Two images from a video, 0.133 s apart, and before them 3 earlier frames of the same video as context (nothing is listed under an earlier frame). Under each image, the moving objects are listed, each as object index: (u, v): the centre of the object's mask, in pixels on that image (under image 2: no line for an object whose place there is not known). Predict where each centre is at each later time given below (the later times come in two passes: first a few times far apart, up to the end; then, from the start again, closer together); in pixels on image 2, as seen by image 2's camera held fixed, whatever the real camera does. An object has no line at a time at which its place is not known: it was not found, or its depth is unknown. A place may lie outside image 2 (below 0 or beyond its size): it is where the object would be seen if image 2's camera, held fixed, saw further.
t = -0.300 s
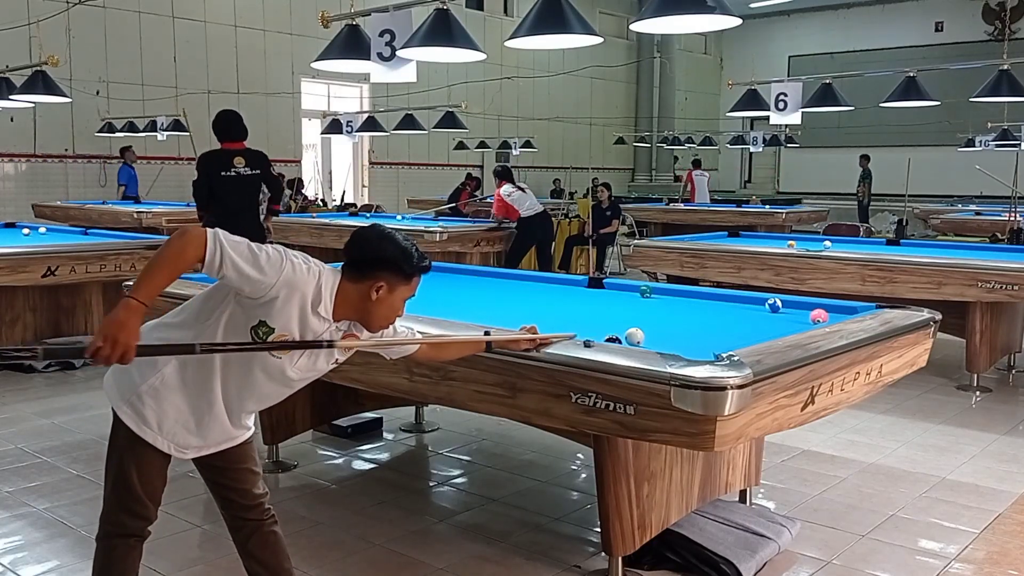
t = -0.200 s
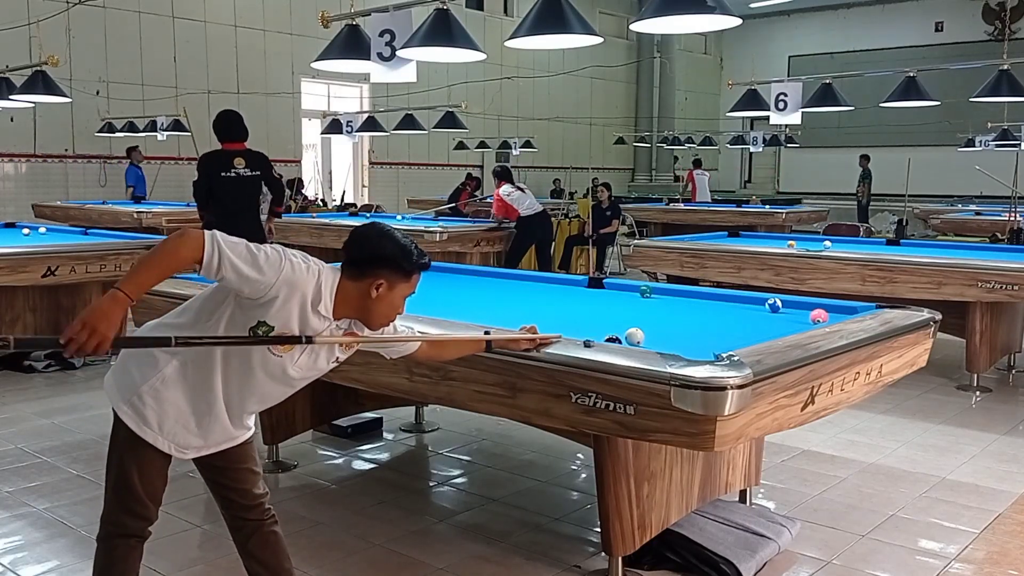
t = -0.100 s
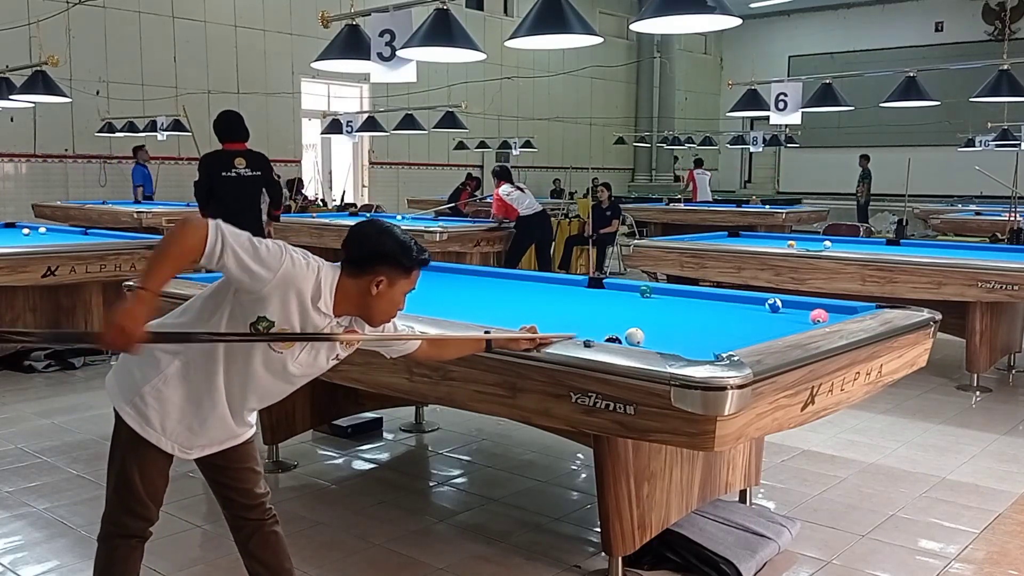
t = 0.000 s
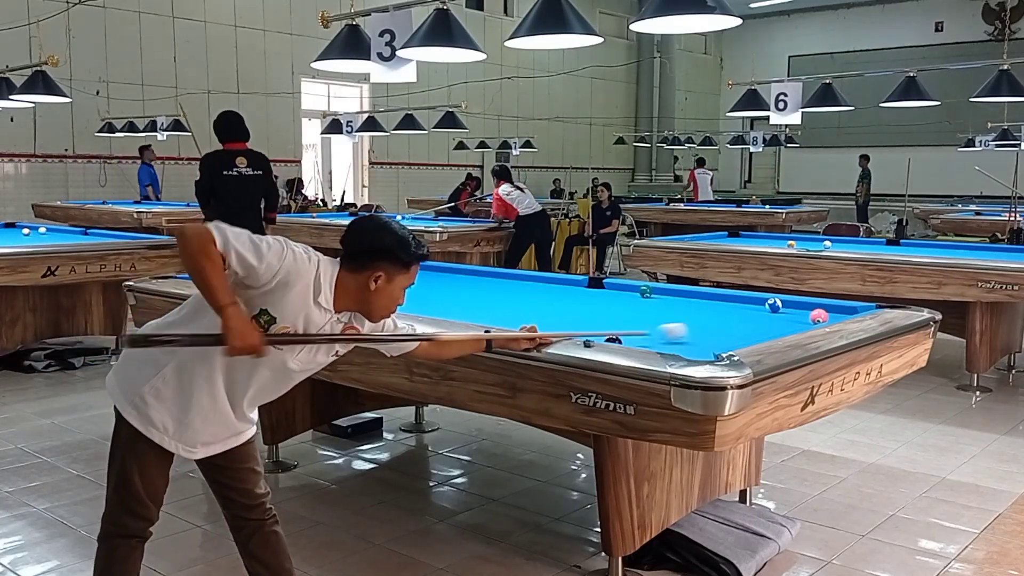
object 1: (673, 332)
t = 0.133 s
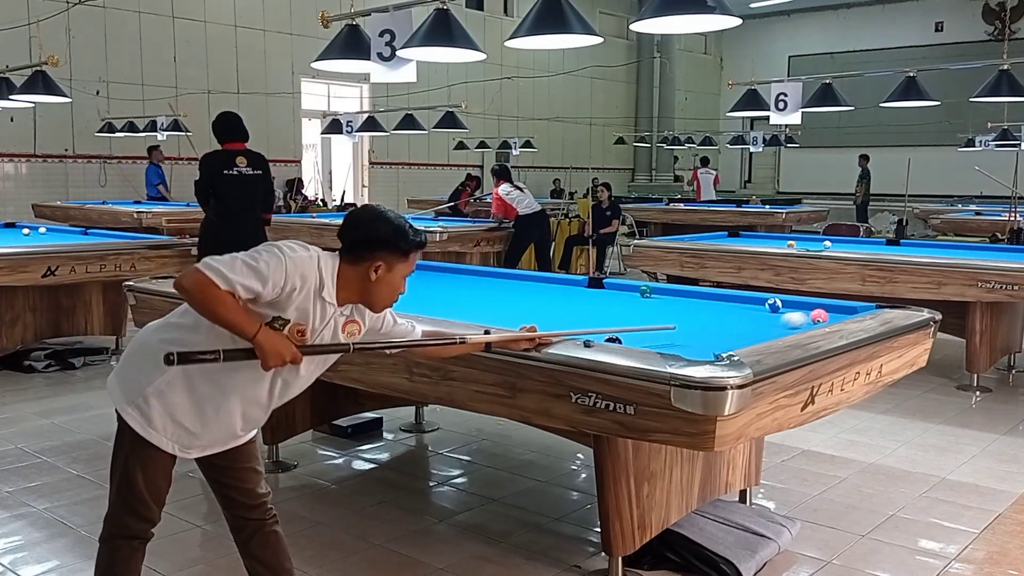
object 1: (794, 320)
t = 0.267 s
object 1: (829, 317)
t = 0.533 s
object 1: (823, 314)
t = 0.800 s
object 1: (823, 307)
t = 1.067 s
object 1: (791, 306)
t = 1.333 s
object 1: (779, 308)
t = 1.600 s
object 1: (769, 310)
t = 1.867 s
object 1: (759, 312)
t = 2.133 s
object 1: (749, 314)
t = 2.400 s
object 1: (740, 315)
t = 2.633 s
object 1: (732, 317)
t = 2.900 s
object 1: (723, 318)
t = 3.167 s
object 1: (716, 319)
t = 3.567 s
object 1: (704, 322)
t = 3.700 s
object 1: (702, 321)
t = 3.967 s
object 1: (697, 322)
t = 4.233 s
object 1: (693, 323)
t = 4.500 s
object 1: (691, 324)
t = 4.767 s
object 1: (689, 324)
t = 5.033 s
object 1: (687, 324)
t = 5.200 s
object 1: (686, 325)
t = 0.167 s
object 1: (812, 318)
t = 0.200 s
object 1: (818, 317)
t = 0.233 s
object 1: (823, 317)
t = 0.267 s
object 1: (829, 317)
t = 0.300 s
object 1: (831, 317)
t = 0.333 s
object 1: (828, 317)
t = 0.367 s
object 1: (826, 316)
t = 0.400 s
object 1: (825, 316)
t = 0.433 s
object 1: (824, 316)
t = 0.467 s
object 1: (824, 315)
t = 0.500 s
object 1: (824, 315)
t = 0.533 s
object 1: (823, 314)
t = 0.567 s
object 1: (824, 313)
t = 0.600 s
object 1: (824, 312)
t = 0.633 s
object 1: (824, 311)
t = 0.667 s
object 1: (823, 311)
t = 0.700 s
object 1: (823, 310)
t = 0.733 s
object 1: (823, 309)
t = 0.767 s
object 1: (823, 308)
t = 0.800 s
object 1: (823, 307)
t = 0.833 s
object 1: (823, 306)
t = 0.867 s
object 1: (819, 306)
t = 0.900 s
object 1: (814, 306)
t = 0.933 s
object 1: (810, 306)
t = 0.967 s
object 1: (805, 306)
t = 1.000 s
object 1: (800, 306)
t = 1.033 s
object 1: (796, 306)
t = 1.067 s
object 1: (791, 306)
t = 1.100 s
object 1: (789, 306)
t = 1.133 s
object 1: (787, 307)
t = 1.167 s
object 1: (786, 307)
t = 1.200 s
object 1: (785, 307)
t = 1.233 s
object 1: (783, 307)
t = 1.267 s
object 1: (782, 308)
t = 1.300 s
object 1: (781, 308)
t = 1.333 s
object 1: (779, 308)
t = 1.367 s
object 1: (778, 308)
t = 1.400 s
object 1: (777, 308)
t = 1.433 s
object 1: (776, 309)
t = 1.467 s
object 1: (774, 309)
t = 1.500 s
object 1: (773, 309)
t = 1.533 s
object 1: (771, 309)
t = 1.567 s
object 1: (770, 310)
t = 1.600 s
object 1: (769, 310)
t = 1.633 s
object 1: (767, 310)
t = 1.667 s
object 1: (766, 311)
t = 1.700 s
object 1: (765, 311)
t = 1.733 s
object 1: (763, 311)
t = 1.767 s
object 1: (762, 311)
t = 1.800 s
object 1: (761, 311)
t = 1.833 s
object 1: (760, 312)
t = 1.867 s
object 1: (759, 312)
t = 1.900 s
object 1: (757, 312)
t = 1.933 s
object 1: (756, 312)
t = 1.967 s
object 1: (755, 313)
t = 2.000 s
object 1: (754, 313)
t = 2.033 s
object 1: (752, 313)
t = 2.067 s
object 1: (751, 313)
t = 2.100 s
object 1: (750, 313)
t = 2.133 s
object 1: (749, 314)
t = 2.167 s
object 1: (748, 314)
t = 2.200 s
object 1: (747, 314)
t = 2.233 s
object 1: (746, 314)
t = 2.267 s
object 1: (744, 314)
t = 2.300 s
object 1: (743, 315)
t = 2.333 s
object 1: (742, 315)
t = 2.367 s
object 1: (741, 315)
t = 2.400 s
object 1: (740, 315)
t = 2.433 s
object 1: (739, 316)
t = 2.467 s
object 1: (738, 316)
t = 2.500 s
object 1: (737, 316)
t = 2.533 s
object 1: (735, 316)
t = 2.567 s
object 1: (734, 316)
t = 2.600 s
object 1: (733, 316)
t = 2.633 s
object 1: (732, 317)
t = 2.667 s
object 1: (731, 317)
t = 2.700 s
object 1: (730, 317)
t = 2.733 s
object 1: (729, 317)
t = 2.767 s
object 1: (728, 317)
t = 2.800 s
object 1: (726, 317)
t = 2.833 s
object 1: (725, 318)
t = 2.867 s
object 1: (724, 318)
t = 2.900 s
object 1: (723, 318)
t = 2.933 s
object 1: (722, 318)
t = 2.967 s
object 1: (721, 318)
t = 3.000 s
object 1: (722, 318)
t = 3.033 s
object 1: (718, 319)
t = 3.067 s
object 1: (718, 319)
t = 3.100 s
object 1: (717, 319)
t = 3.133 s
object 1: (716, 319)
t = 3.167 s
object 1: (716, 319)
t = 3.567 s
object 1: (704, 322)
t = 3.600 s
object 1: (705, 321)
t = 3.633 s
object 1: (704, 321)
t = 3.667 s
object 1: (703, 321)
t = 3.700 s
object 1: (702, 321)
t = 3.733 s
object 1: (702, 322)
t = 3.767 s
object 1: (701, 322)
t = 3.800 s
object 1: (700, 322)
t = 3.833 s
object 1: (700, 322)
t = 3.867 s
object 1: (699, 322)
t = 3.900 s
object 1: (698, 322)
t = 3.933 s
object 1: (698, 322)
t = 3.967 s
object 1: (697, 322)
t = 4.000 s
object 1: (697, 323)
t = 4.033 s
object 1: (696, 323)
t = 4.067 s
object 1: (695, 323)
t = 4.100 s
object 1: (695, 323)
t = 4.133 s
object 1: (694, 323)
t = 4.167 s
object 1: (694, 323)
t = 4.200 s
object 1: (694, 323)
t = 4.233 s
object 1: (693, 323)
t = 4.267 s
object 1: (693, 323)
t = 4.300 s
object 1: (692, 323)
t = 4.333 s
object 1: (692, 323)
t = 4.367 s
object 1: (692, 323)
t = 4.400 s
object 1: (691, 323)
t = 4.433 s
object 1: (691, 323)
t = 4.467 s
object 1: (691, 324)
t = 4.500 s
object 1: (691, 324)
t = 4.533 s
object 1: (690, 324)
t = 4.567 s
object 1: (690, 324)
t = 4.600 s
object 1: (690, 324)
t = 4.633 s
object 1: (690, 324)
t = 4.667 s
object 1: (689, 324)
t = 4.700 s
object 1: (689, 324)
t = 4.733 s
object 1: (689, 324)
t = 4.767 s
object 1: (689, 324)
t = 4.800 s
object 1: (689, 324)
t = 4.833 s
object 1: (688, 324)
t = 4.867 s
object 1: (688, 324)
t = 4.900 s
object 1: (688, 324)
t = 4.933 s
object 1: (688, 324)
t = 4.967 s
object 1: (687, 324)
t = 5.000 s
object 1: (687, 325)
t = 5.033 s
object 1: (687, 324)
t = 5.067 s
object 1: (687, 325)
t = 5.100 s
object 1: (687, 325)
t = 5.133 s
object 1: (687, 325)
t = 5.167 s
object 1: (686, 325)
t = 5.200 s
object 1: (686, 325)
